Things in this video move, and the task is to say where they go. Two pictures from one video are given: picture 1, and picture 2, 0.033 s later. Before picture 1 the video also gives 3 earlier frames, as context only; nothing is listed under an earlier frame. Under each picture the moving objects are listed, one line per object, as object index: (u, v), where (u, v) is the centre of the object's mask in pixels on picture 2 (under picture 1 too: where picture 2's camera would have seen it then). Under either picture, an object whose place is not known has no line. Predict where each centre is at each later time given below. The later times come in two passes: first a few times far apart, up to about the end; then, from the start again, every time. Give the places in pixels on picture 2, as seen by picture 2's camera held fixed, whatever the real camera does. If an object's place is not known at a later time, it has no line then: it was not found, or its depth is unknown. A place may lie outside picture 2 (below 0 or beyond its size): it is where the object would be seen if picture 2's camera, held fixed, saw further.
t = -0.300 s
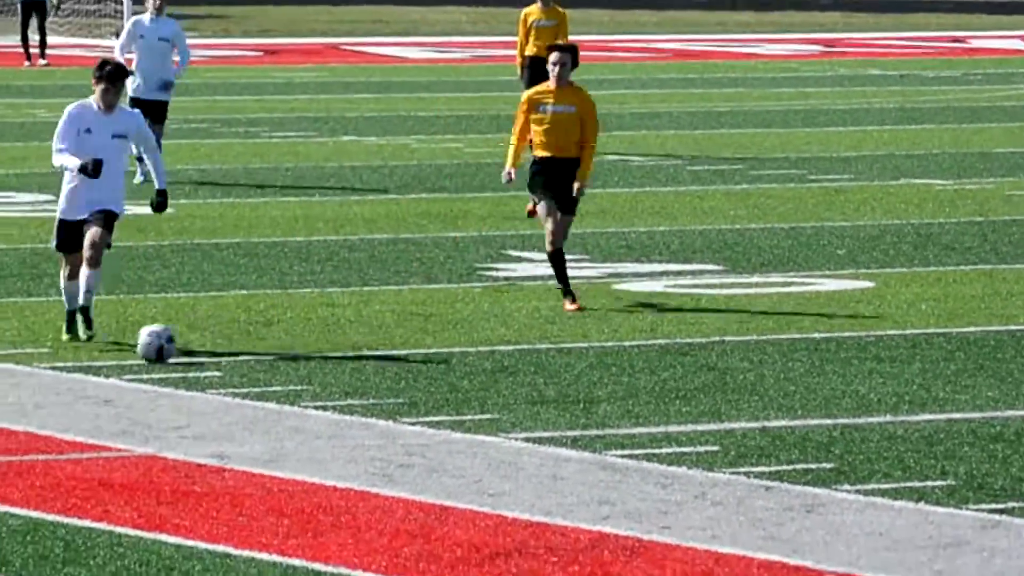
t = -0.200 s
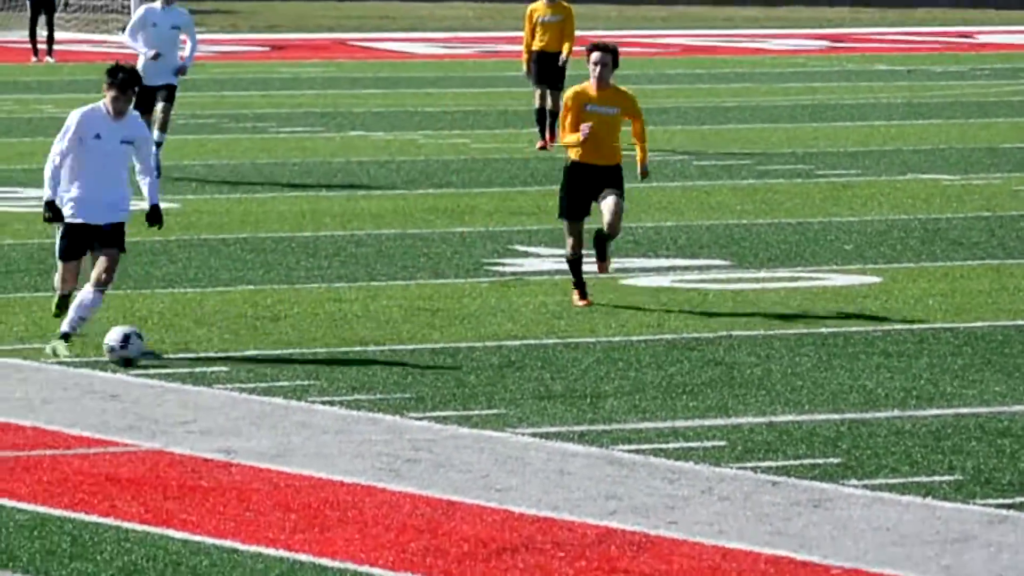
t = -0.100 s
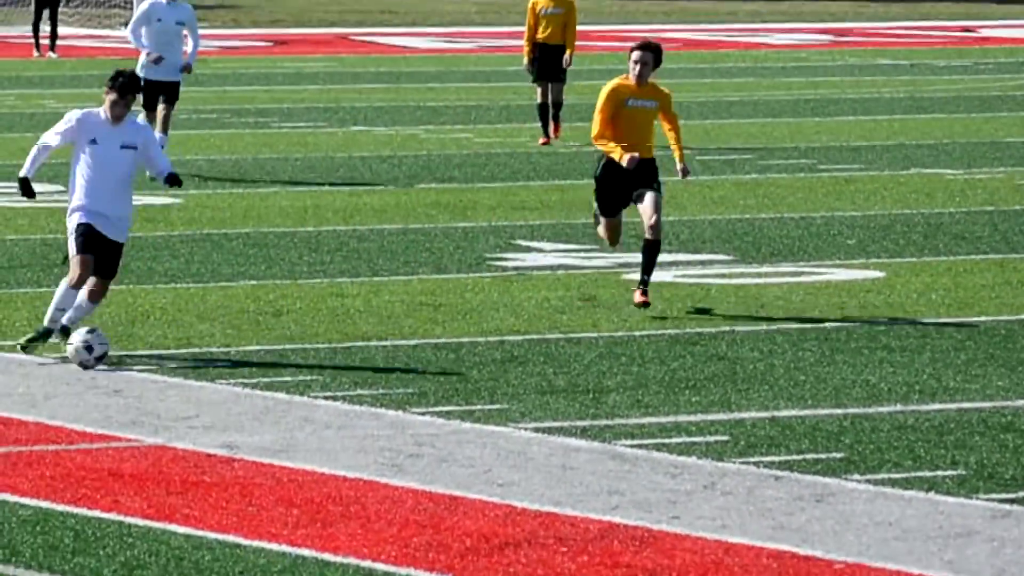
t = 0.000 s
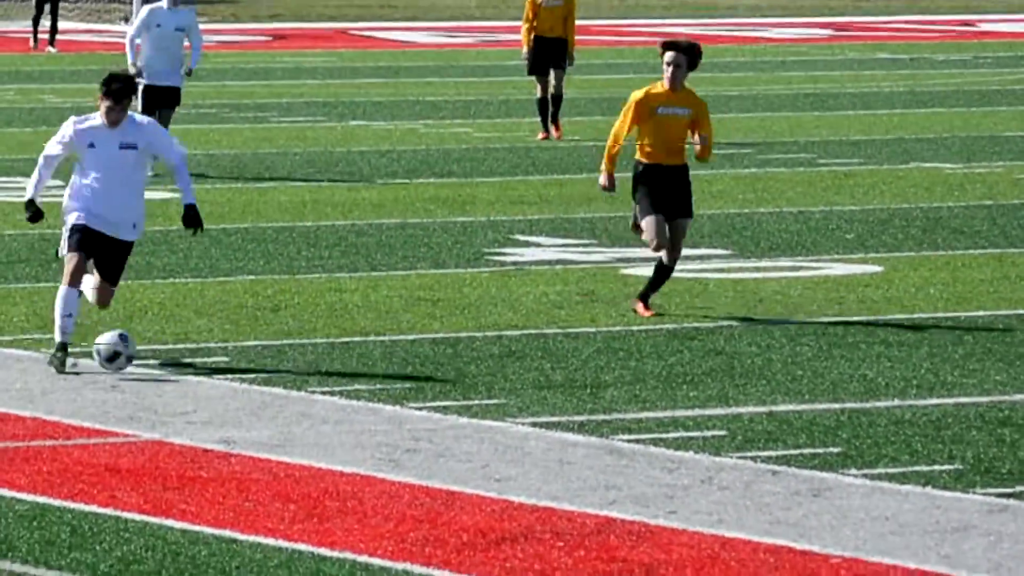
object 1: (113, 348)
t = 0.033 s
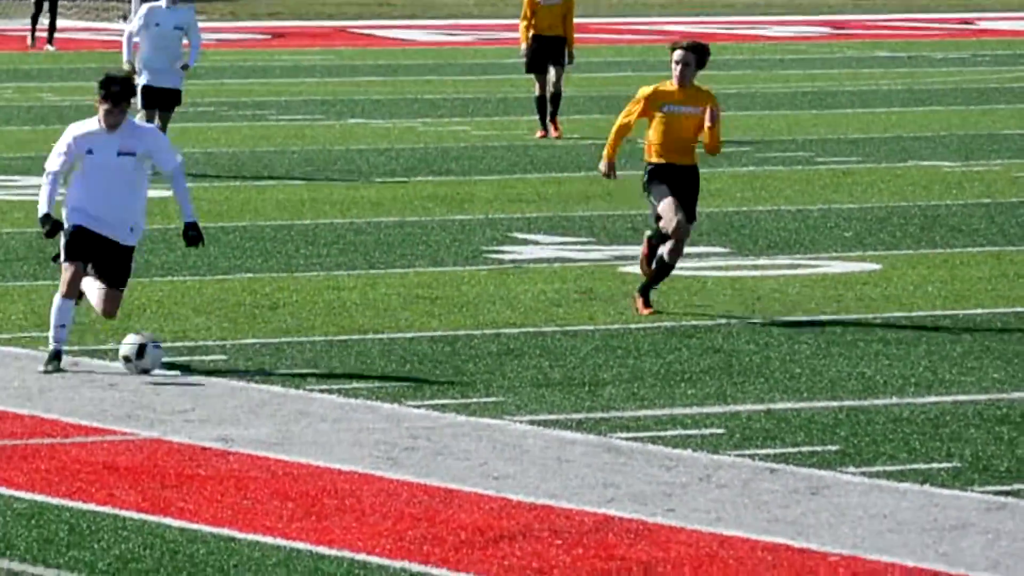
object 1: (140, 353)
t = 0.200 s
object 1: (280, 383)
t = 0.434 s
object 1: (458, 427)
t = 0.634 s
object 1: (582, 457)
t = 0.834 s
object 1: (694, 484)
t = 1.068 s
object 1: (834, 538)
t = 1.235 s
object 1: (945, 572)
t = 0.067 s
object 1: (169, 360)
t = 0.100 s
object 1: (198, 369)
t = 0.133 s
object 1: (228, 380)
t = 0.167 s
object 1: (253, 382)
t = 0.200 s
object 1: (280, 383)
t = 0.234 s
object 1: (306, 388)
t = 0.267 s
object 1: (333, 396)
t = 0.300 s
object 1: (361, 407)
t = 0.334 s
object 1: (387, 414)
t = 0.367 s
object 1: (410, 416)
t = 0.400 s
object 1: (434, 420)
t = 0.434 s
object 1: (458, 427)
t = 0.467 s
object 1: (483, 437)
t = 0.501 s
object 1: (504, 441)
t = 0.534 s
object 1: (522, 441)
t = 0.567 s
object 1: (542, 443)
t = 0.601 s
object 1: (562, 448)
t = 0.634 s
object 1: (582, 457)
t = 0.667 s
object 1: (603, 468)
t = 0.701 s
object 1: (621, 474)
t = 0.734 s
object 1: (639, 473)
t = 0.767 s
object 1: (657, 474)
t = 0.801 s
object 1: (675, 478)
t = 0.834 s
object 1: (694, 484)
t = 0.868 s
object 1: (713, 494)
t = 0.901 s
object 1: (733, 507)
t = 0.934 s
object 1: (752, 513)
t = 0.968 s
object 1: (772, 514)
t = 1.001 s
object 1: (792, 519)
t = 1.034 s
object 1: (812, 527)
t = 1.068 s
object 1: (834, 538)
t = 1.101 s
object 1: (855, 545)
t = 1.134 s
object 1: (877, 548)
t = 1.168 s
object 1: (899, 552)
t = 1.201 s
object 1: (922, 561)
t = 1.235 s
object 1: (945, 572)
